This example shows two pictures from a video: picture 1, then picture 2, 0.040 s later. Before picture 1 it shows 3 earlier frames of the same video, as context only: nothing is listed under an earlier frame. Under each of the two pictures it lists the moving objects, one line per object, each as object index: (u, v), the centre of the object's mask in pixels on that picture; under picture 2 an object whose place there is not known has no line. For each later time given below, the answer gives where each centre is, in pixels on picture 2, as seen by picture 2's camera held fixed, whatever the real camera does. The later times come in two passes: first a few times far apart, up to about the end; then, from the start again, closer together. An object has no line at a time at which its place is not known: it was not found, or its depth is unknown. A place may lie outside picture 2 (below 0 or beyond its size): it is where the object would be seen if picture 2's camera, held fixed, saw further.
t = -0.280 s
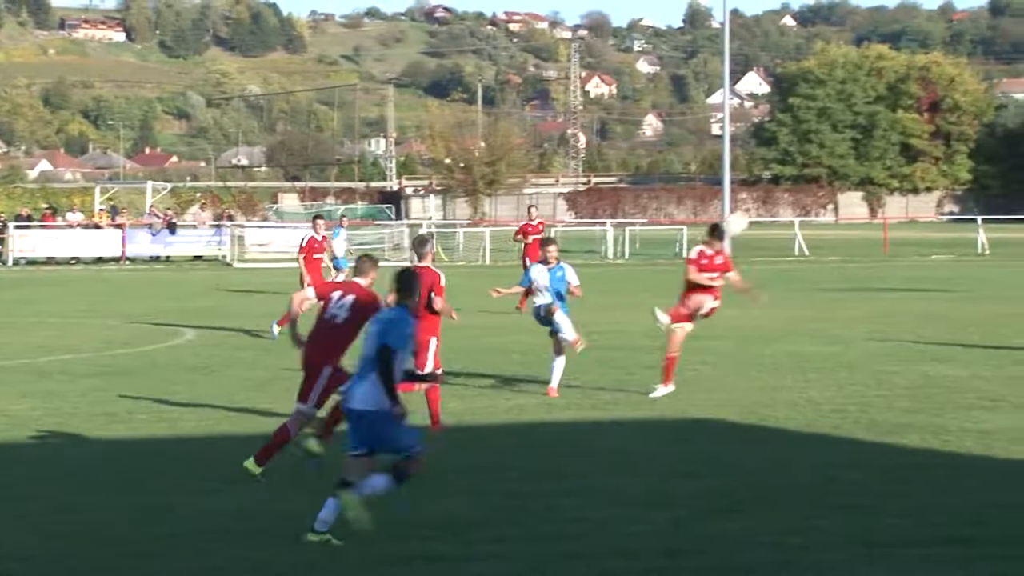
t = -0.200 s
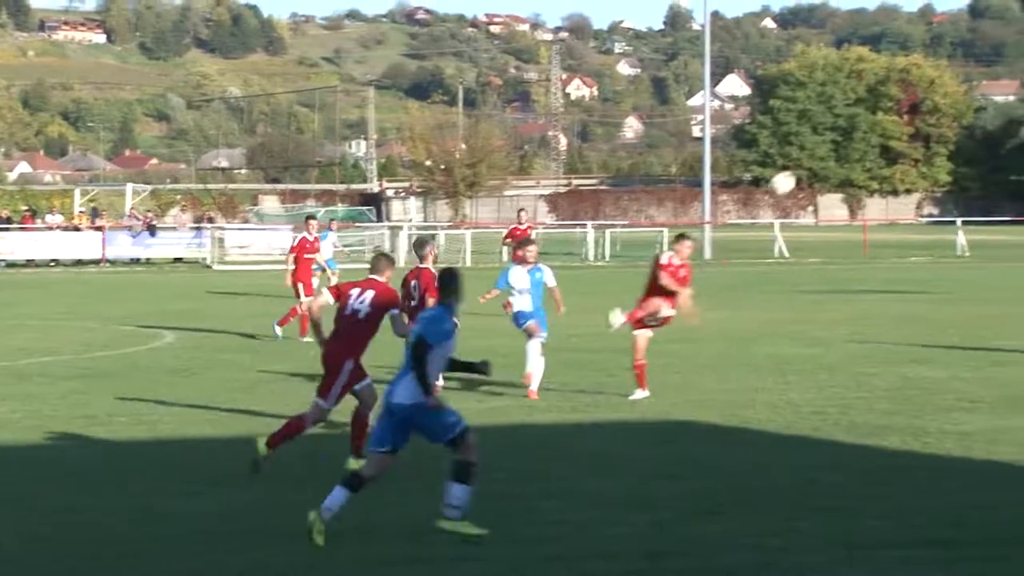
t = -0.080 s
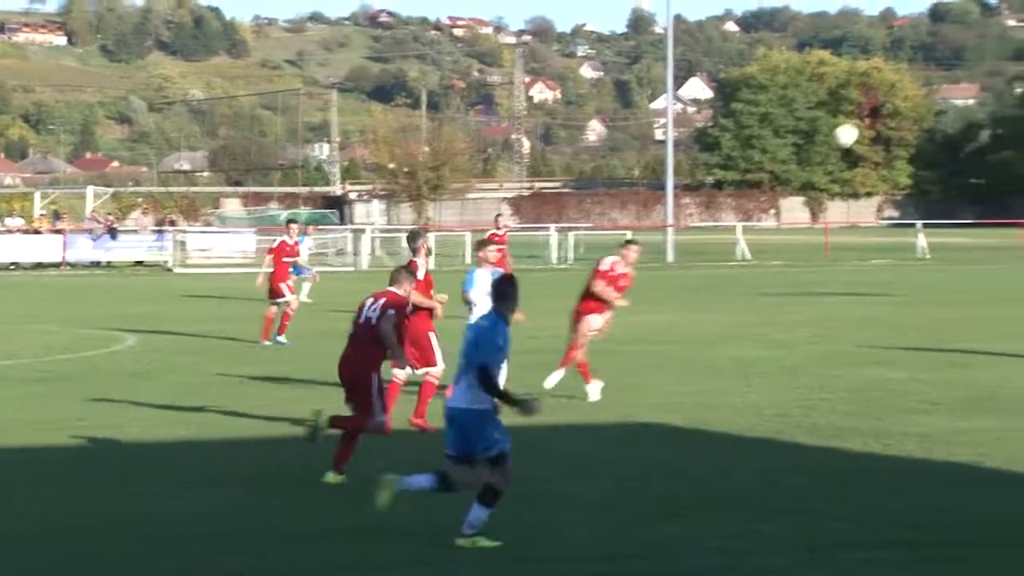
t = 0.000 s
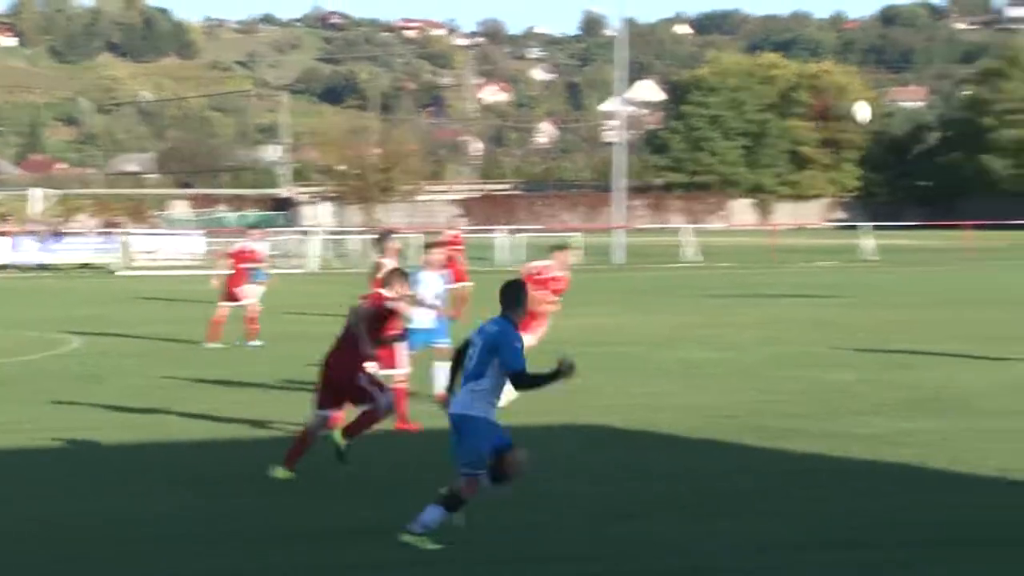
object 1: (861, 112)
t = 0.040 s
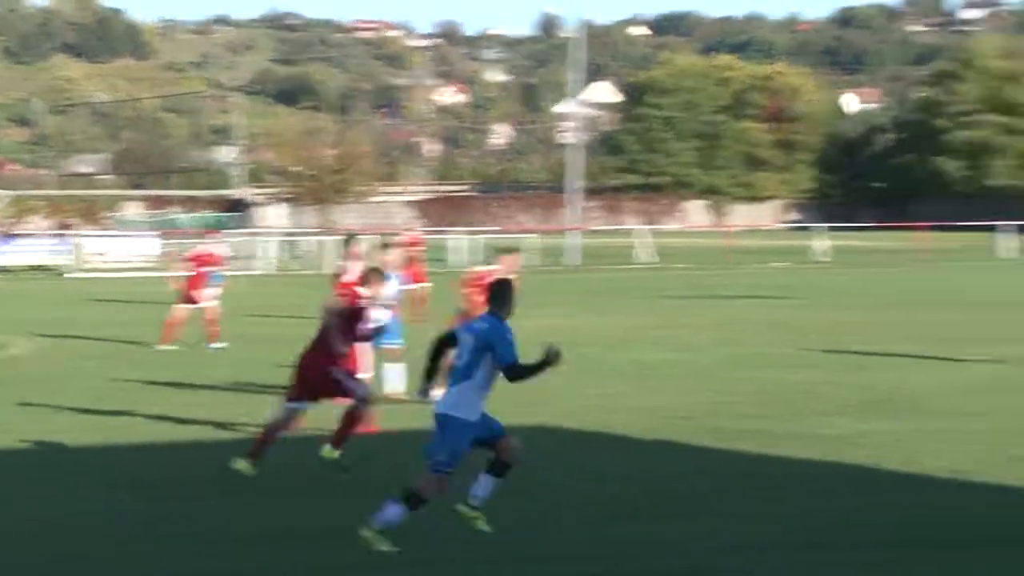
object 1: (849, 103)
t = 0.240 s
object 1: (1022, 77)
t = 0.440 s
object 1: (1195, 97)
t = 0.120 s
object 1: (918, 87)
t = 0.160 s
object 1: (953, 82)
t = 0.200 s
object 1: (987, 78)
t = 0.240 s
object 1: (1022, 77)
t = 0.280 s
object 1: (1056, 76)
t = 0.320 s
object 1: (1090, 79)
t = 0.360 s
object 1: (1126, 83)
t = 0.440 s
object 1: (1195, 97)
